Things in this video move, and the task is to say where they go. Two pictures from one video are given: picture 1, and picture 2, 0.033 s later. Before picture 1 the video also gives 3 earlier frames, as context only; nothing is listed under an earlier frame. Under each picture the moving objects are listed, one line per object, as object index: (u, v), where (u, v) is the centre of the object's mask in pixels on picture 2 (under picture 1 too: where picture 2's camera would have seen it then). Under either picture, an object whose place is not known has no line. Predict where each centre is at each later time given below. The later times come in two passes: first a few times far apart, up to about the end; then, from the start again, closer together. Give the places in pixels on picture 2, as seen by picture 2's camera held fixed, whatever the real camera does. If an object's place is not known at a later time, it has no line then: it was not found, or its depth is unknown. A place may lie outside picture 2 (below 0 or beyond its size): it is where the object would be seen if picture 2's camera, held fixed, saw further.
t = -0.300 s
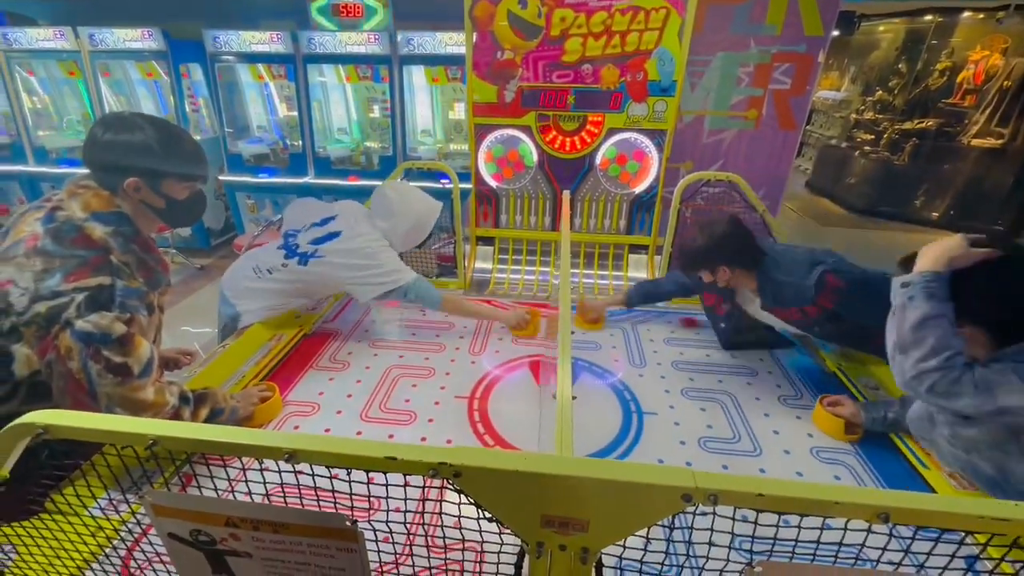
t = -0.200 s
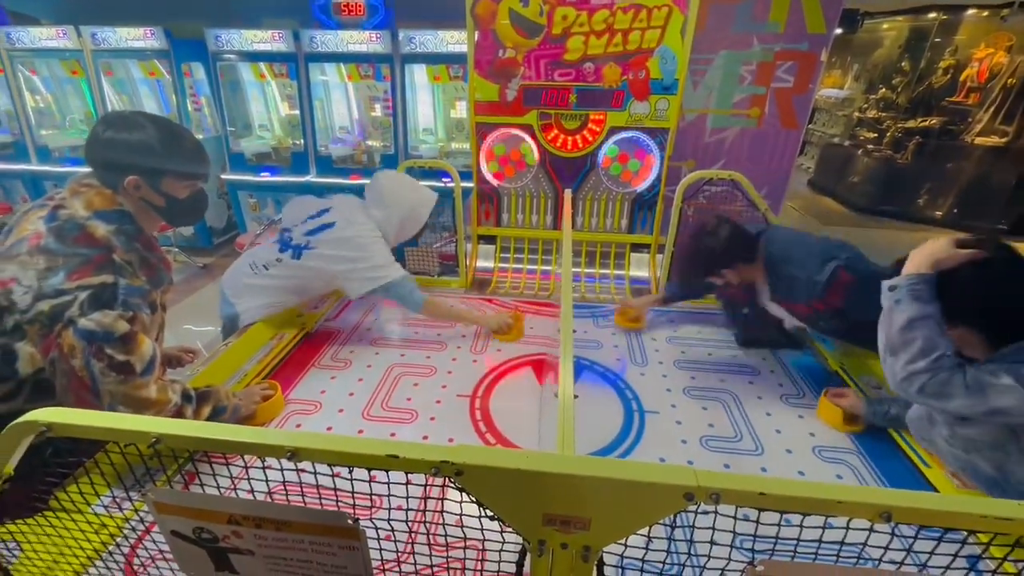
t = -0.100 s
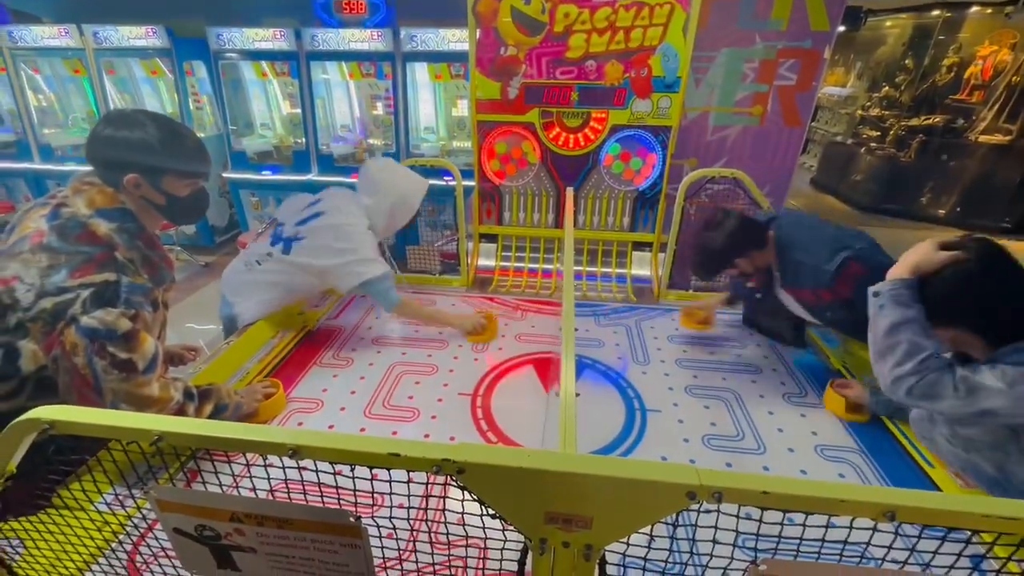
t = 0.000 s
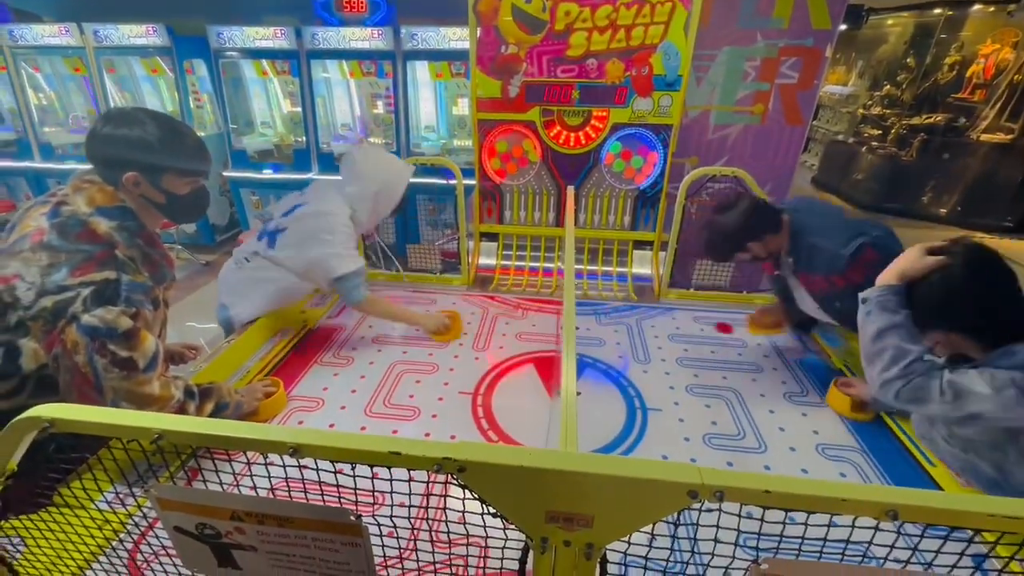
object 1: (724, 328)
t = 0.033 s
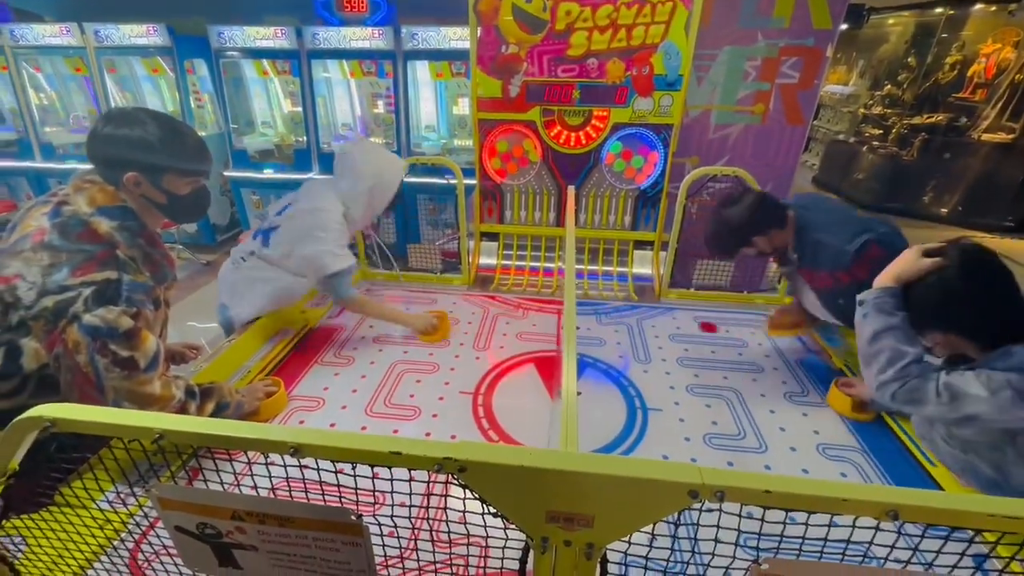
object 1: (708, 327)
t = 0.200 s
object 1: (628, 327)
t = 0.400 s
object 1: (533, 325)
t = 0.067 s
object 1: (692, 327)
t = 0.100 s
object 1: (675, 327)
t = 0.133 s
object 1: (661, 327)
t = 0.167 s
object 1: (645, 327)
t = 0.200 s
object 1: (628, 327)
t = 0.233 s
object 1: (612, 326)
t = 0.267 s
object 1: (597, 325)
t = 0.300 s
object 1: (583, 326)
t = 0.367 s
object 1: (551, 325)
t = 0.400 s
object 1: (533, 325)
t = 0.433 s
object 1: (518, 325)
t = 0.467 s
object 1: (502, 325)
